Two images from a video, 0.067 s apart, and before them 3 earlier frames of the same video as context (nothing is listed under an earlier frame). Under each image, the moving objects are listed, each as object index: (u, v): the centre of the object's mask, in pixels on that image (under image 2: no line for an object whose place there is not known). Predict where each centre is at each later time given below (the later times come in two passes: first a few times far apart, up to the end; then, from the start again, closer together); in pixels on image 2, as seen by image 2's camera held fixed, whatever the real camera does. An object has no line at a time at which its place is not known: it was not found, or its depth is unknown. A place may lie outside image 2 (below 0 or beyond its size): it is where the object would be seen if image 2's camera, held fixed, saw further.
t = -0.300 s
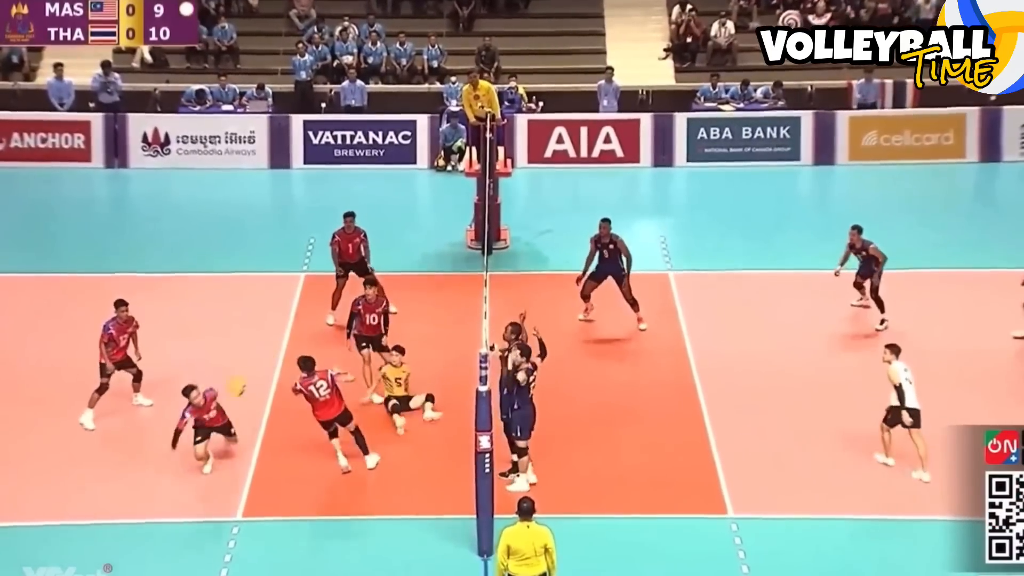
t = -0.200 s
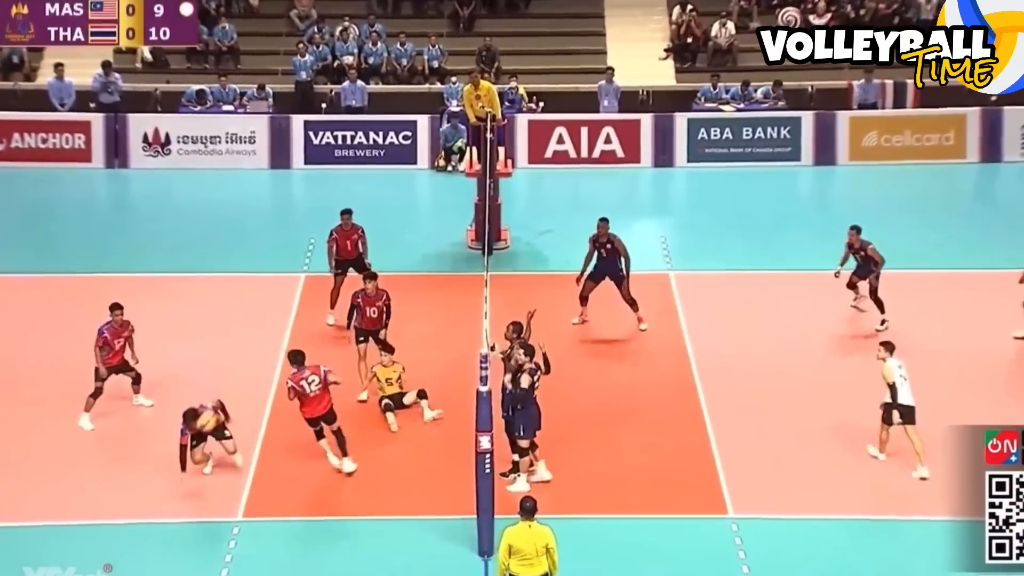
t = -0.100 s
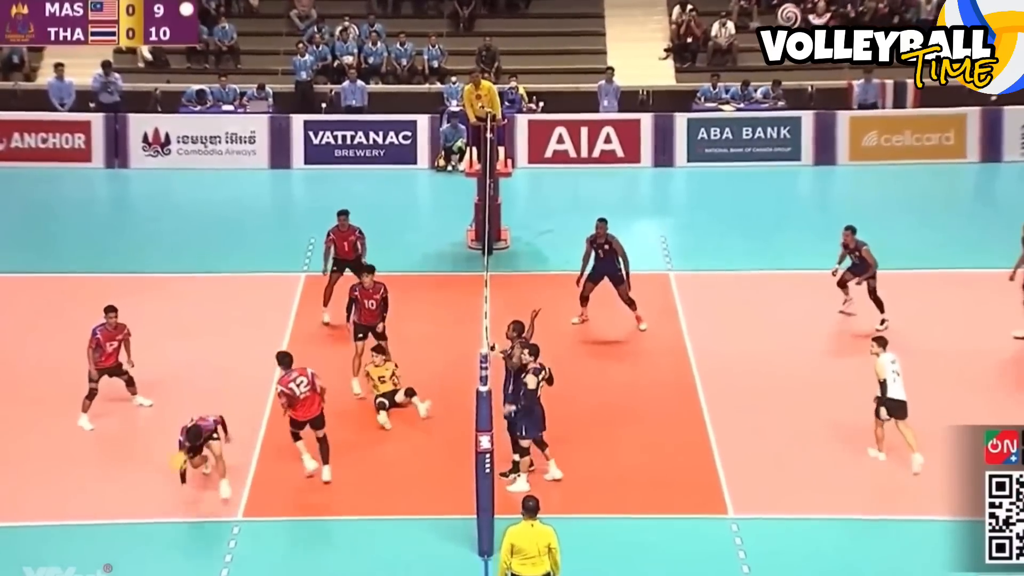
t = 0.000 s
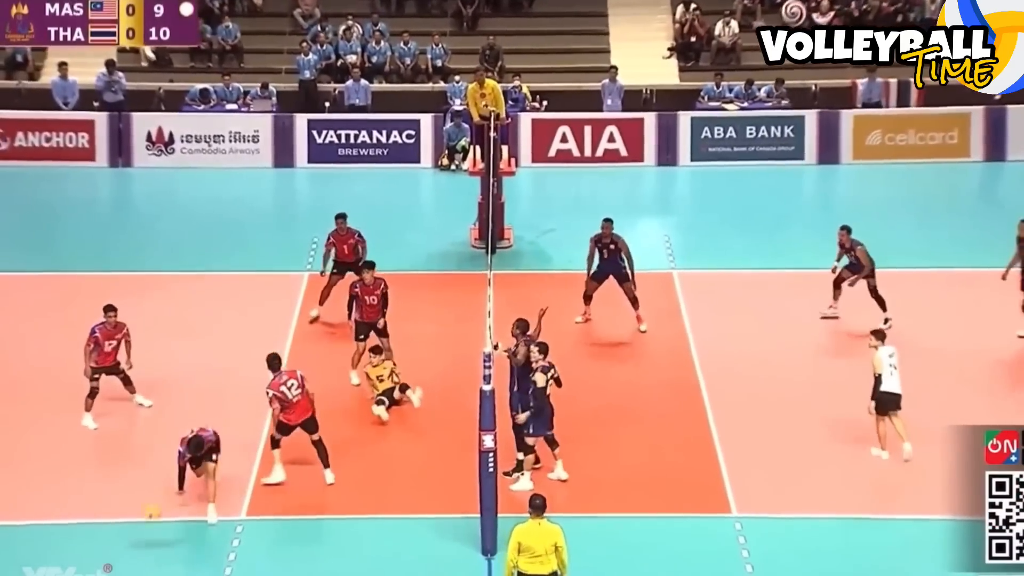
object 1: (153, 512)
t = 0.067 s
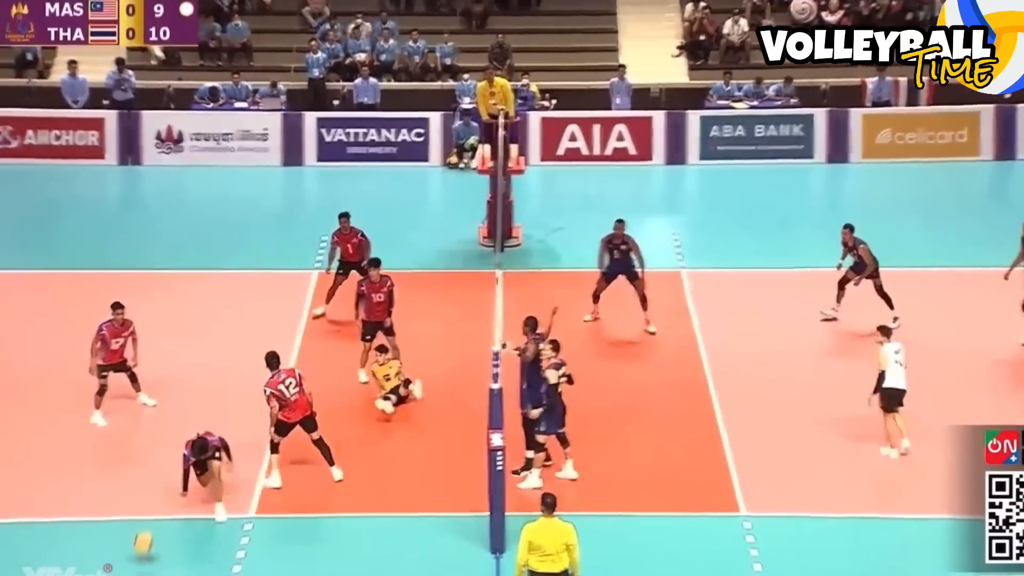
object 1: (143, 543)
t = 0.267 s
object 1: (95, 530)
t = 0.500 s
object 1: (40, 520)
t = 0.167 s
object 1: (117, 543)
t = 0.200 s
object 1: (111, 539)
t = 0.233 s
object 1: (105, 536)
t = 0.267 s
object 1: (95, 530)
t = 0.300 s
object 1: (85, 526)
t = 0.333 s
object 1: (76, 522)
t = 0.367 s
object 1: (69, 522)
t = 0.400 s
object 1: (65, 520)
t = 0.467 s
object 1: (50, 520)
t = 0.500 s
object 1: (40, 520)
